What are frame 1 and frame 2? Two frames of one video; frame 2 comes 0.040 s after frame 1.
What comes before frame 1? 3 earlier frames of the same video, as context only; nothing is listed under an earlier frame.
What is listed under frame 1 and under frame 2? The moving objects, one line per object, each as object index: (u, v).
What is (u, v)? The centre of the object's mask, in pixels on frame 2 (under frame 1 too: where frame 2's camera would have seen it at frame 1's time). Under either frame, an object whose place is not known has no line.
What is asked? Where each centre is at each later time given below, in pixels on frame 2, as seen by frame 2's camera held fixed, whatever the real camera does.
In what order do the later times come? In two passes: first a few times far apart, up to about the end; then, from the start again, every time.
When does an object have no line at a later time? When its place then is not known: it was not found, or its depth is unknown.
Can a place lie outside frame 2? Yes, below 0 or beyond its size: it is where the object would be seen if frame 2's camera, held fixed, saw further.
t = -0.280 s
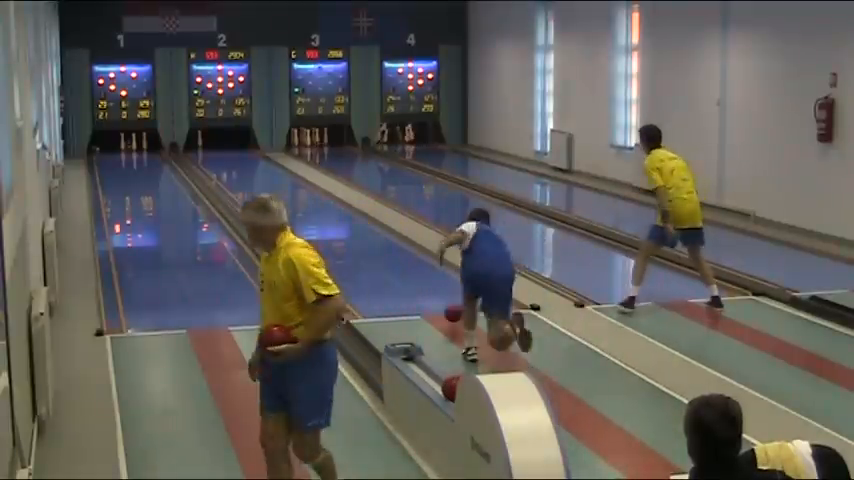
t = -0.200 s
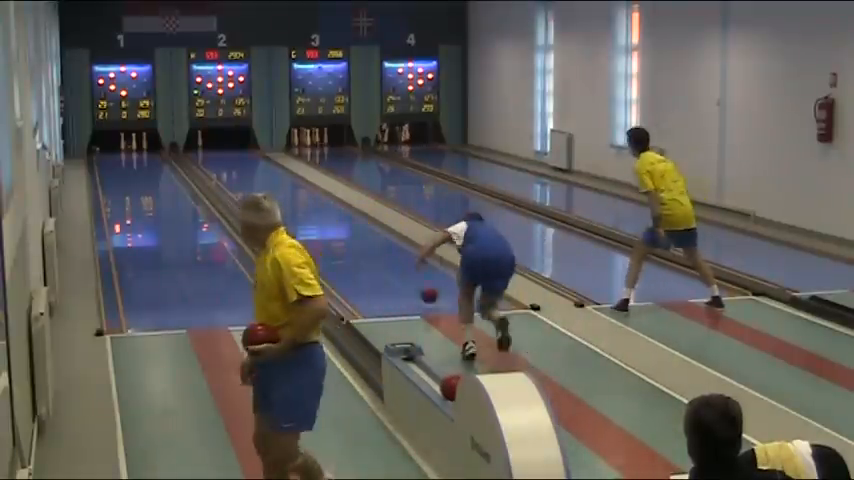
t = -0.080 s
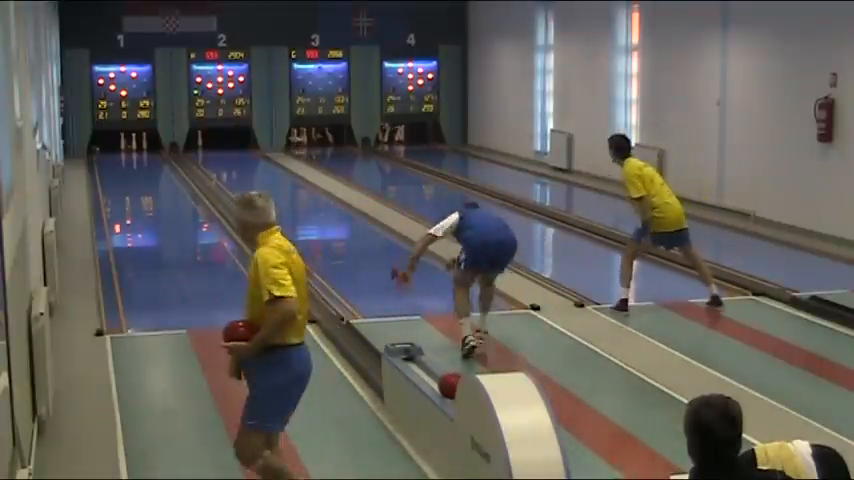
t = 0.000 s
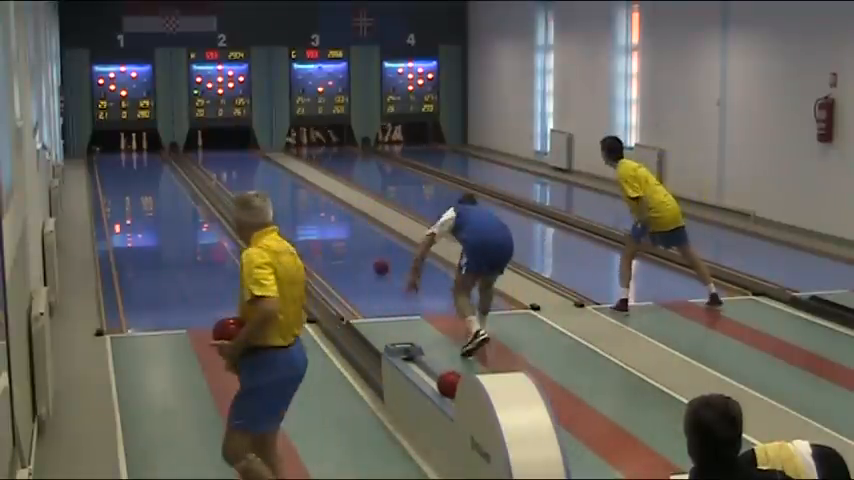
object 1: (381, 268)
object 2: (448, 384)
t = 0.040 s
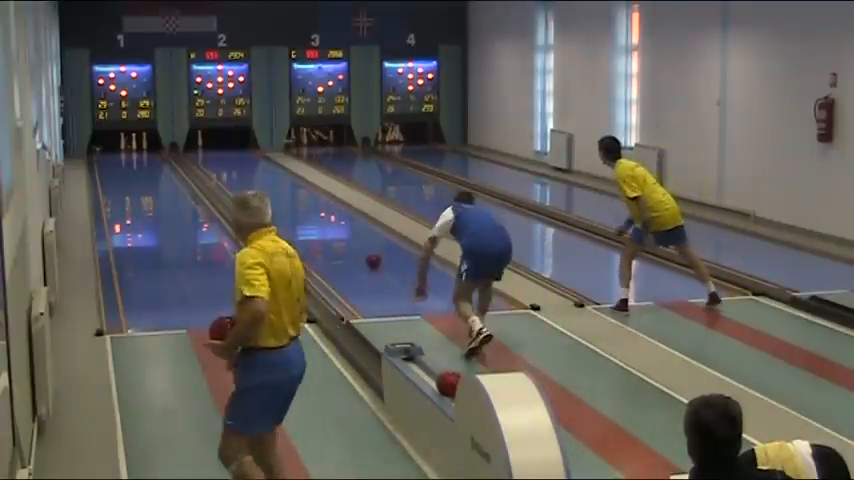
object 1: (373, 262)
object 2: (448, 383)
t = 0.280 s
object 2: (446, 380)
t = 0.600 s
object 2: (440, 376)
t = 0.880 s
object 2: (435, 371)
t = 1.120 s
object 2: (431, 368)
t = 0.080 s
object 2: (447, 383)
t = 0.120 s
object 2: (447, 382)
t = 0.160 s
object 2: (447, 382)
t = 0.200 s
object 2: (446, 381)
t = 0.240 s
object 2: (446, 381)
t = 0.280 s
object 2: (446, 380)
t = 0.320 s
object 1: (327, 229)
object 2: (445, 380)
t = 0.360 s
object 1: (321, 226)
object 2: (444, 379)
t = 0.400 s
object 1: (317, 226)
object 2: (444, 379)
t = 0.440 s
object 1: (311, 221)
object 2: (443, 378)
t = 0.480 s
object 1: (307, 217)
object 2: (442, 378)
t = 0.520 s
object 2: (442, 377)
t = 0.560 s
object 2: (441, 376)
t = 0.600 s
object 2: (440, 376)
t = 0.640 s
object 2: (440, 375)
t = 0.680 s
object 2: (438, 374)
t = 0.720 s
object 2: (438, 373)
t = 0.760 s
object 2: (437, 373)
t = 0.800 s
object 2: (436, 373)
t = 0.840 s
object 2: (436, 372)
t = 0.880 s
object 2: (435, 371)
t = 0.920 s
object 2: (434, 371)
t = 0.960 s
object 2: (434, 370)
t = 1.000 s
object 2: (433, 369)
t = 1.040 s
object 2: (432, 369)
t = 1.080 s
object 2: (431, 368)
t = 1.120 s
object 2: (431, 368)
